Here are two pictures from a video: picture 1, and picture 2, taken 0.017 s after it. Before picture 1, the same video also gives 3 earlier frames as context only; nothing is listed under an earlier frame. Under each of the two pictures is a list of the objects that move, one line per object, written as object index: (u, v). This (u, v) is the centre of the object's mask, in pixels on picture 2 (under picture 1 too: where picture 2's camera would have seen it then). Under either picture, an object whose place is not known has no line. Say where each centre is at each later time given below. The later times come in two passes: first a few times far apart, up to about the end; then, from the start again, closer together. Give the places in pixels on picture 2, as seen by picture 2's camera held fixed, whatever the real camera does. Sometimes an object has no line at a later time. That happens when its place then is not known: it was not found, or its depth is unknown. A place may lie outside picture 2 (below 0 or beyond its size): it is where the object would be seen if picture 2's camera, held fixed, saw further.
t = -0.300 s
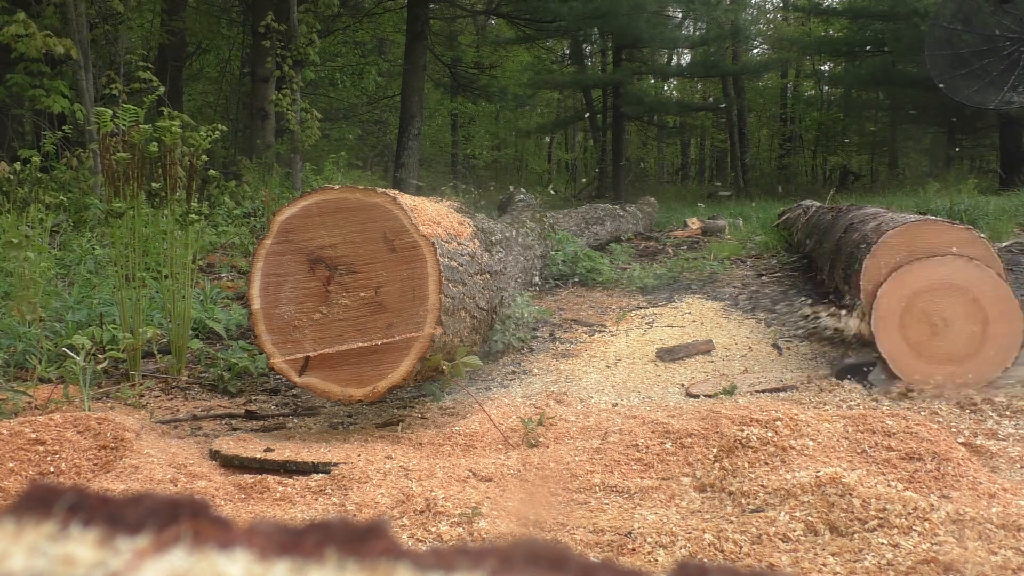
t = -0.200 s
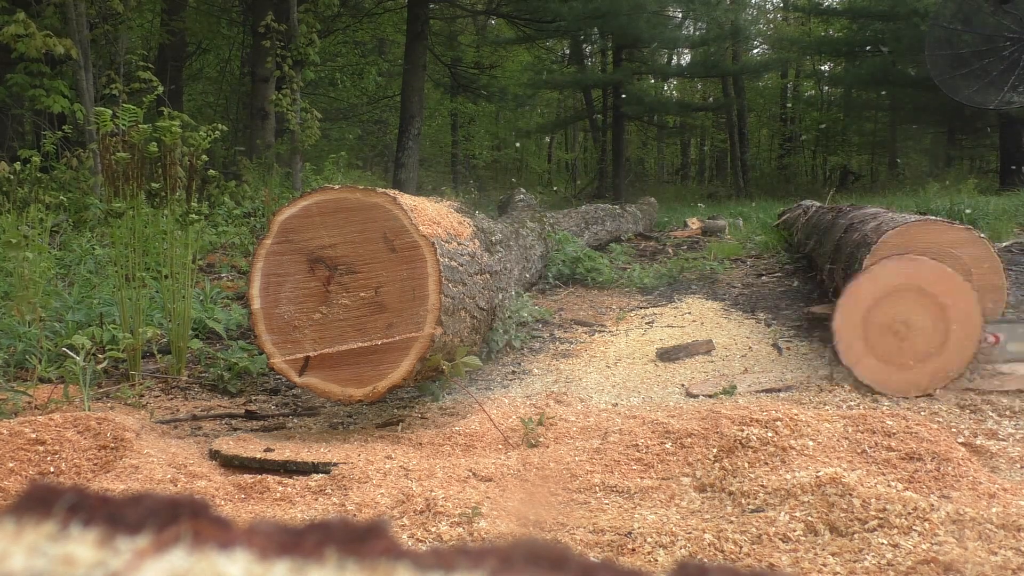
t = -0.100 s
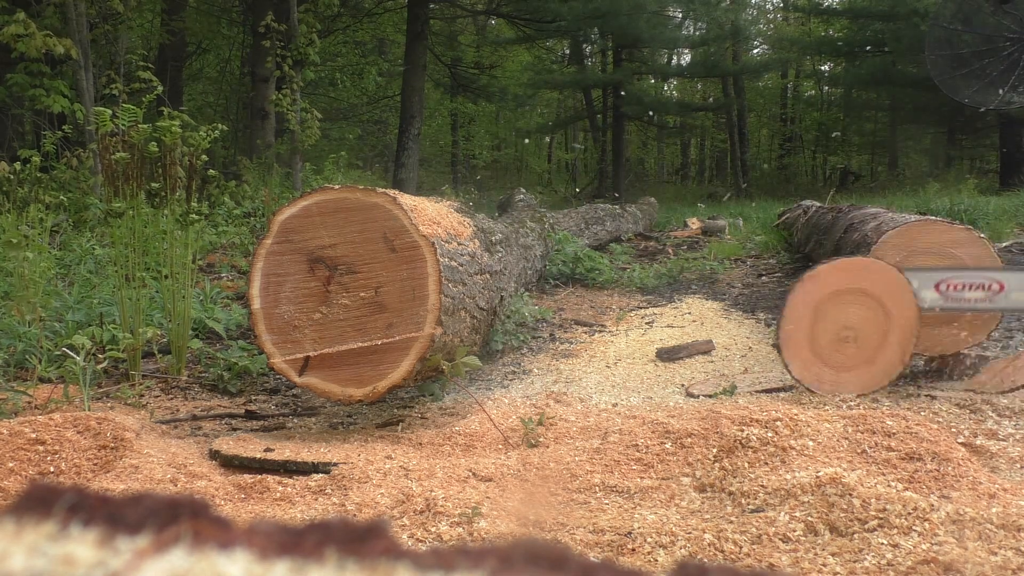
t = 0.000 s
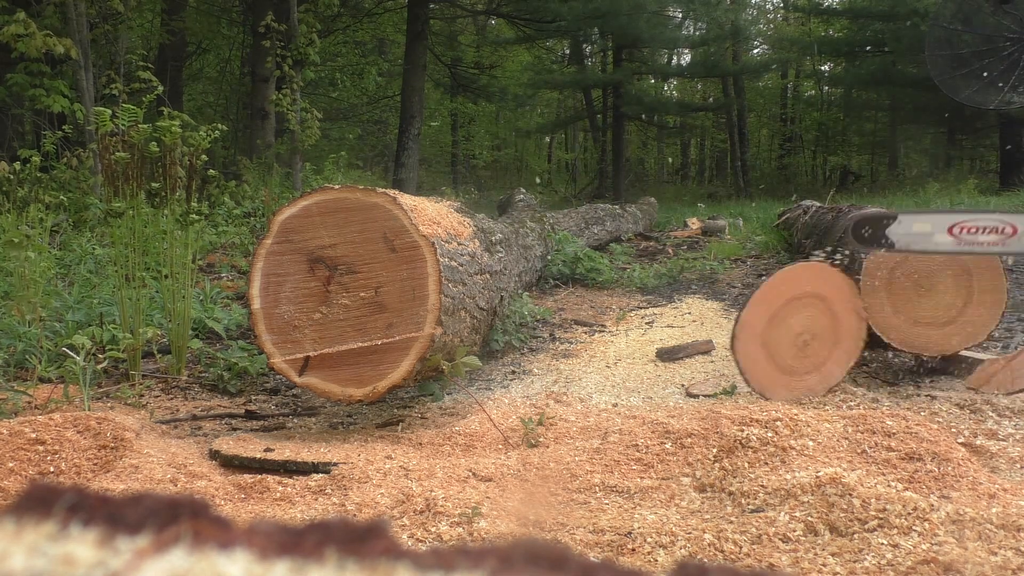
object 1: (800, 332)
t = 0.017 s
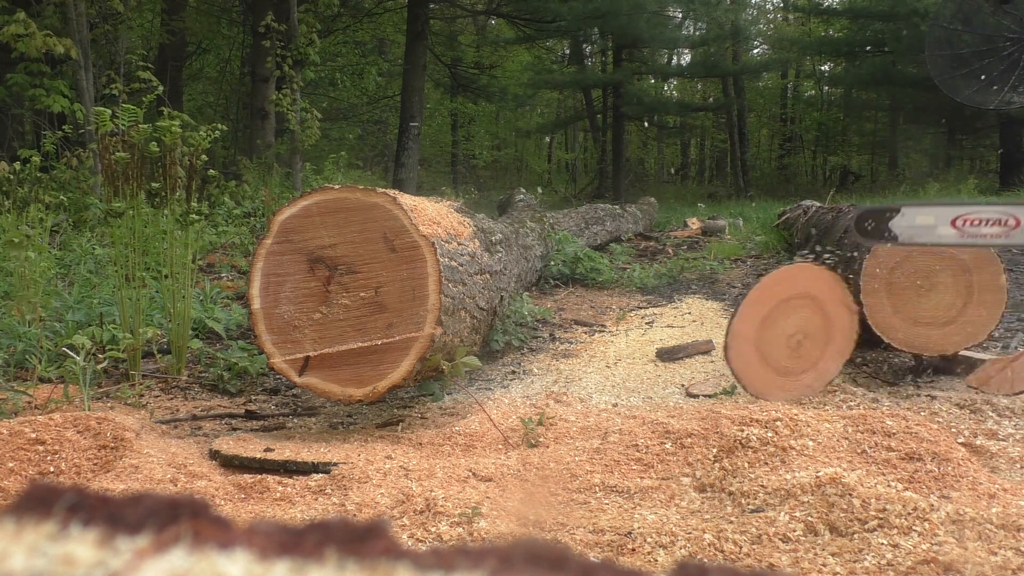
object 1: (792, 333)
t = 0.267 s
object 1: (702, 345)
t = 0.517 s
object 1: (680, 374)
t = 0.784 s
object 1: (681, 421)
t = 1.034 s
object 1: (679, 422)
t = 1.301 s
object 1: (680, 422)
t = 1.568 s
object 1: (680, 422)
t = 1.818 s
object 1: (681, 422)
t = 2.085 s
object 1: (681, 422)
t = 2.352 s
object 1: (681, 422)
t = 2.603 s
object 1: (681, 422)
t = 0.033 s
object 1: (785, 333)
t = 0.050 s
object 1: (778, 333)
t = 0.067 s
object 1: (771, 334)
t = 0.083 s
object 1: (763, 336)
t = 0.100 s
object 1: (757, 337)
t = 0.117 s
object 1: (750, 339)
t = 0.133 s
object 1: (743, 341)
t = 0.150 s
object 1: (737, 342)
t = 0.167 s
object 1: (731, 342)
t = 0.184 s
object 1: (725, 343)
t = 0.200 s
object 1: (720, 343)
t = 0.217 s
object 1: (715, 343)
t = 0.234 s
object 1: (711, 344)
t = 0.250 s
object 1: (706, 345)
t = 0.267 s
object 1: (702, 345)
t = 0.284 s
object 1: (698, 346)
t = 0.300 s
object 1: (694, 347)
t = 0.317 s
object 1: (691, 348)
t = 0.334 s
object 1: (688, 349)
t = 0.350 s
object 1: (685, 351)
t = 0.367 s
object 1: (682, 351)
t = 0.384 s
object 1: (680, 353)
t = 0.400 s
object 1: (679, 354)
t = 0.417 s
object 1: (678, 355)
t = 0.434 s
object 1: (677, 358)
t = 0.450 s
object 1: (677, 360)
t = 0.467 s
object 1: (677, 362)
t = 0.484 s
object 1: (677, 365)
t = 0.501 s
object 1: (678, 370)
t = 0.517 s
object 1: (680, 374)
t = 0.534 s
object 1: (682, 379)
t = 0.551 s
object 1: (692, 380)
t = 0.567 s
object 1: (692, 389)
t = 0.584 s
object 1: (696, 395)
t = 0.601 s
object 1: (695, 401)
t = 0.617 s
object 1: (689, 406)
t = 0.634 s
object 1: (679, 410)
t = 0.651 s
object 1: (661, 412)
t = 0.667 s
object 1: (663, 411)
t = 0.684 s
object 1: (661, 411)
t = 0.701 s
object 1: (667, 415)
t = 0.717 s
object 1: (676, 417)
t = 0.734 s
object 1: (674, 420)
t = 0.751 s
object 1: (674, 422)
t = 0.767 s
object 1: (676, 422)
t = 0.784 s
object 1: (681, 421)
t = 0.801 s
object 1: (678, 422)
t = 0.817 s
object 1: (679, 422)
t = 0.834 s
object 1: (678, 422)
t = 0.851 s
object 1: (678, 422)
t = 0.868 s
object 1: (679, 422)
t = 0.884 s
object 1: (679, 422)
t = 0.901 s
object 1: (679, 422)
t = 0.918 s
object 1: (679, 422)
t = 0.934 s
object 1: (679, 422)
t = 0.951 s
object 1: (679, 422)
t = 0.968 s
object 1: (679, 422)
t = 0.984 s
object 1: (679, 422)
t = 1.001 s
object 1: (679, 422)
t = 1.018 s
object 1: (679, 422)
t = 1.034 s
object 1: (679, 422)
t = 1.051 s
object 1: (679, 422)
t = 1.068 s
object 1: (680, 422)
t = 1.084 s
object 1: (680, 422)
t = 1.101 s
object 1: (680, 422)
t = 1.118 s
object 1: (680, 422)
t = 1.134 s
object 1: (680, 422)
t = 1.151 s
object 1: (680, 422)
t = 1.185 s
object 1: (680, 422)
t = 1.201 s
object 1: (680, 422)
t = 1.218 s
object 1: (680, 422)
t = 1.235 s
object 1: (680, 422)
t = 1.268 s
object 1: (680, 422)
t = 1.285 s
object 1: (680, 422)
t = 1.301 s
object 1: (680, 422)
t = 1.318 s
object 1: (680, 422)
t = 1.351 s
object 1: (680, 422)
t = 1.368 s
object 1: (680, 422)
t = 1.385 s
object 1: (680, 422)
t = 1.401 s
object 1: (680, 422)
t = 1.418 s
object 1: (680, 422)
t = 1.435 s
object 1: (680, 422)
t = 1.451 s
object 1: (680, 422)
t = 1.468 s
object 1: (680, 422)
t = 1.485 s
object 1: (680, 422)
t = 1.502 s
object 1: (680, 422)
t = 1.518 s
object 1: (680, 422)
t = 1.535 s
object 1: (680, 422)
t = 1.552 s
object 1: (681, 422)
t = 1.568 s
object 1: (680, 422)
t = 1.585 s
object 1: (681, 422)
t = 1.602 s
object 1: (681, 422)
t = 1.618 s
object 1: (681, 422)
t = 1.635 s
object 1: (681, 422)
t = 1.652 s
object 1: (681, 422)
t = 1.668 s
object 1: (681, 422)
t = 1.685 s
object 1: (681, 422)
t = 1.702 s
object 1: (681, 422)
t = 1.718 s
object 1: (681, 422)
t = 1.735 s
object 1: (681, 422)
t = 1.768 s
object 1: (681, 422)
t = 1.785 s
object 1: (681, 422)
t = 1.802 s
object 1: (681, 422)
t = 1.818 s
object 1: (681, 422)
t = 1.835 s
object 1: (681, 422)
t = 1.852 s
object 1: (681, 422)
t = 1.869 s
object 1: (681, 422)
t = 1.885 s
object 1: (681, 422)
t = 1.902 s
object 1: (681, 422)
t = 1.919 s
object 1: (681, 422)
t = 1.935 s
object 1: (681, 422)
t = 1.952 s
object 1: (681, 422)
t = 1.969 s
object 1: (681, 422)
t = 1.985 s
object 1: (681, 422)
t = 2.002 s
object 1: (681, 422)
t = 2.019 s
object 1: (681, 422)
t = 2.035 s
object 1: (681, 422)
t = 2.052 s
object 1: (681, 422)
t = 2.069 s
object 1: (681, 422)
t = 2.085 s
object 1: (681, 422)
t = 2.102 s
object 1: (681, 422)
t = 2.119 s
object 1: (681, 422)
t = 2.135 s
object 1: (681, 422)
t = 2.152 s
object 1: (681, 422)
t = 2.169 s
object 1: (681, 422)
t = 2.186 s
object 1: (681, 422)
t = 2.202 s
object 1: (681, 422)
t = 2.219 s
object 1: (681, 422)
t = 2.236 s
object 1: (681, 422)
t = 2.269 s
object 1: (681, 422)
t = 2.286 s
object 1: (681, 422)
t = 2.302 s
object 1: (681, 422)
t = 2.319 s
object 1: (681, 422)
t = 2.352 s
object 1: (681, 422)
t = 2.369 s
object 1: (681, 422)
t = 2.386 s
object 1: (681, 422)
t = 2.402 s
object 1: (681, 422)
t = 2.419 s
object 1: (681, 422)
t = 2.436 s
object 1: (681, 422)
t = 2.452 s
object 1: (681, 422)
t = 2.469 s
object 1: (681, 422)
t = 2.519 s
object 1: (681, 422)
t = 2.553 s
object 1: (681, 422)
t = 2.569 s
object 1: (681, 422)
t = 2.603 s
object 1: (681, 422)
